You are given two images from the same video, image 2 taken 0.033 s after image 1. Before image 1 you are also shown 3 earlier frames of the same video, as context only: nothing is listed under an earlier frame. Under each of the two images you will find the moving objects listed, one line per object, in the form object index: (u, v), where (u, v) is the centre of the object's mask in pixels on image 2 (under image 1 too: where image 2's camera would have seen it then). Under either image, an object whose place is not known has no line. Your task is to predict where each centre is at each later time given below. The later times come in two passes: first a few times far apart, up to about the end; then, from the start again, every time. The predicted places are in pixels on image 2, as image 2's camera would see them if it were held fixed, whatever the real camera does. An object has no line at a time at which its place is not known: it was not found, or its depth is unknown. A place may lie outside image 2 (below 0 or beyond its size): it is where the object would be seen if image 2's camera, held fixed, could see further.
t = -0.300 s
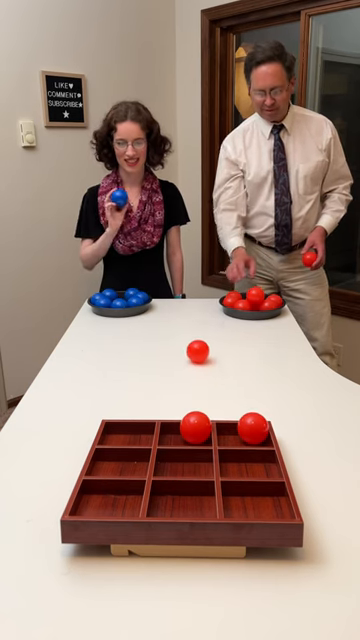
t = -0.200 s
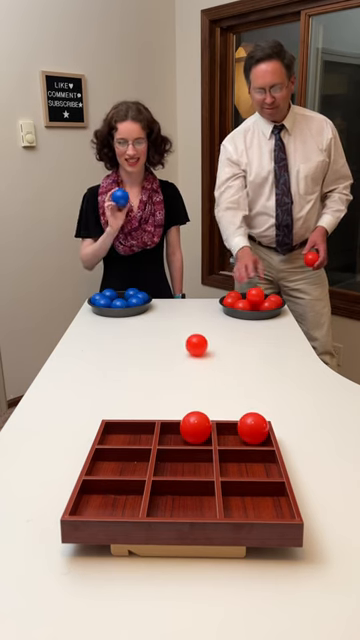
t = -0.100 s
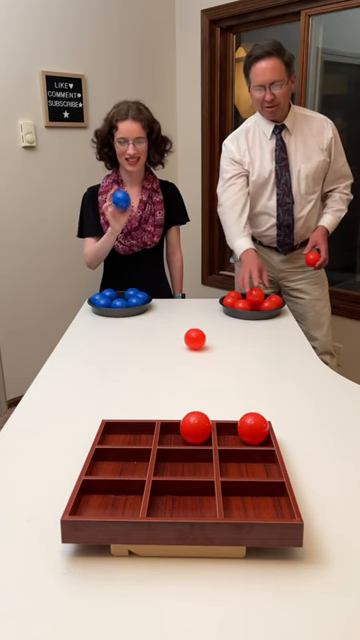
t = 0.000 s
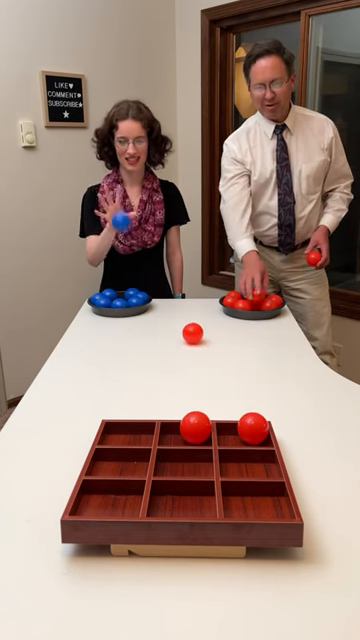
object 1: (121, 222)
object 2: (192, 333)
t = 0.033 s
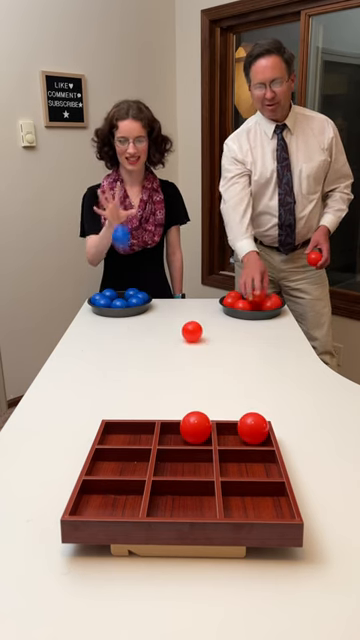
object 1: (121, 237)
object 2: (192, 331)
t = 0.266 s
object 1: (120, 309)
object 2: (190, 320)
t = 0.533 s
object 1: (121, 356)
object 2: (186, 309)
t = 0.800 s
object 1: (121, 395)
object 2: (183, 299)
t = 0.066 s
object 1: (121, 257)
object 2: (191, 330)
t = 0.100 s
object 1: (121, 275)
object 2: (191, 328)
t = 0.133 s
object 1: (120, 291)
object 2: (191, 326)
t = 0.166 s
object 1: (123, 334)
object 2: (191, 325)
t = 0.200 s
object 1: (122, 331)
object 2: (191, 323)
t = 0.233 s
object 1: (121, 318)
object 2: (190, 321)
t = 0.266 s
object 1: (120, 309)
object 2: (190, 320)
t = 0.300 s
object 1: (120, 302)
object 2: (189, 318)
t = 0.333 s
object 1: (119, 298)
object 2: (188, 317)
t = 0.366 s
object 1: (119, 298)
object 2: (188, 316)
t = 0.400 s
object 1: (119, 302)
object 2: (187, 314)
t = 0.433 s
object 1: (119, 309)
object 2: (187, 313)
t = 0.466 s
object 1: (119, 320)
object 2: (187, 311)
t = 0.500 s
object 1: (120, 337)
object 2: (186, 310)
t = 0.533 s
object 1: (121, 356)
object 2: (186, 309)
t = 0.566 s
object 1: (122, 384)
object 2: (186, 307)
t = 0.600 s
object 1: (122, 380)
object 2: (186, 306)
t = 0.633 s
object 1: (121, 373)
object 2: (186, 305)
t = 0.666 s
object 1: (121, 369)
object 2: (185, 304)
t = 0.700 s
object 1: (121, 370)
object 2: (185, 303)
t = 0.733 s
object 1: (121, 374)
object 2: (184, 301)
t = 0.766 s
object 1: (121, 382)
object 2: (184, 300)
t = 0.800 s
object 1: (121, 395)
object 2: (183, 299)
